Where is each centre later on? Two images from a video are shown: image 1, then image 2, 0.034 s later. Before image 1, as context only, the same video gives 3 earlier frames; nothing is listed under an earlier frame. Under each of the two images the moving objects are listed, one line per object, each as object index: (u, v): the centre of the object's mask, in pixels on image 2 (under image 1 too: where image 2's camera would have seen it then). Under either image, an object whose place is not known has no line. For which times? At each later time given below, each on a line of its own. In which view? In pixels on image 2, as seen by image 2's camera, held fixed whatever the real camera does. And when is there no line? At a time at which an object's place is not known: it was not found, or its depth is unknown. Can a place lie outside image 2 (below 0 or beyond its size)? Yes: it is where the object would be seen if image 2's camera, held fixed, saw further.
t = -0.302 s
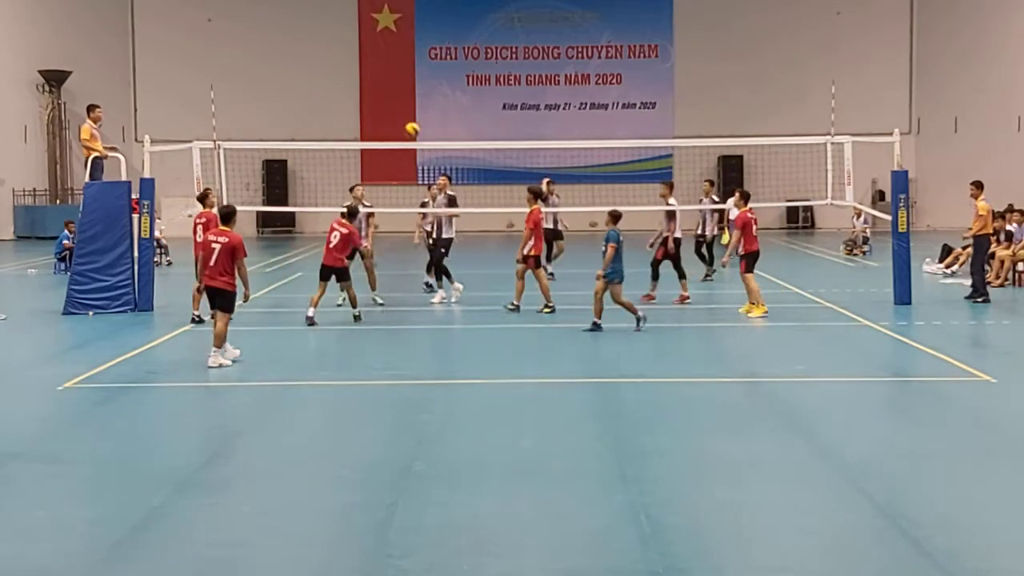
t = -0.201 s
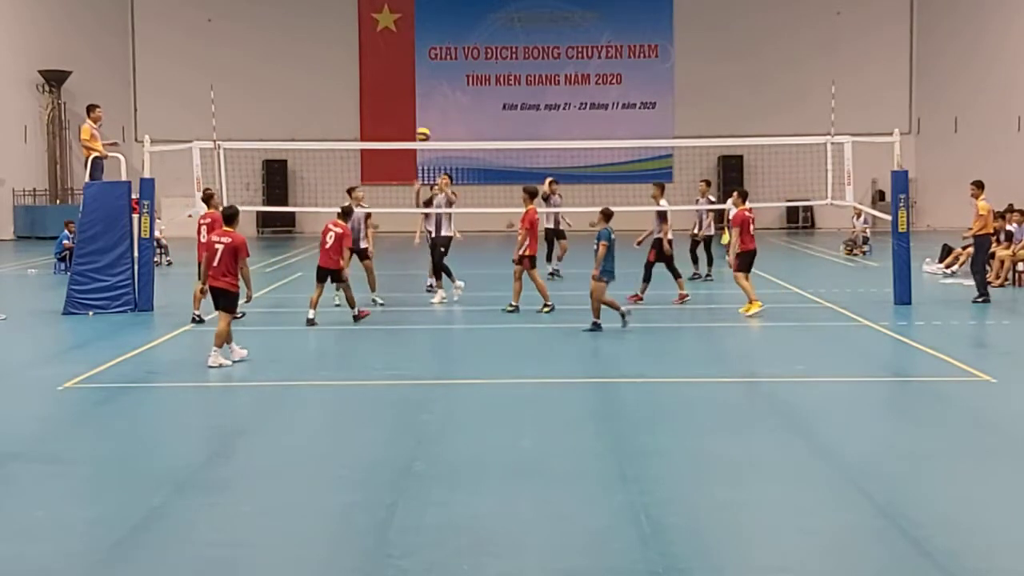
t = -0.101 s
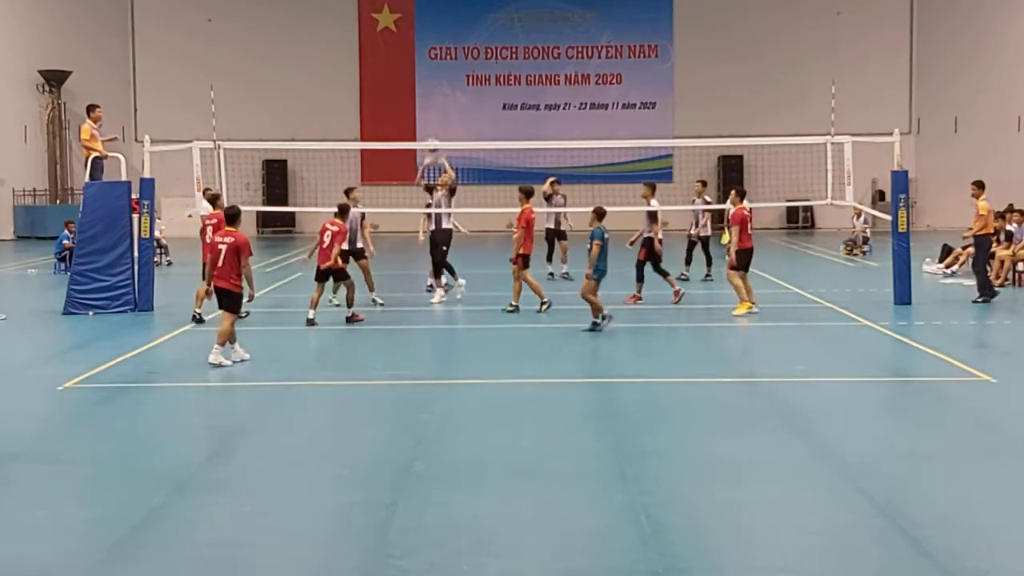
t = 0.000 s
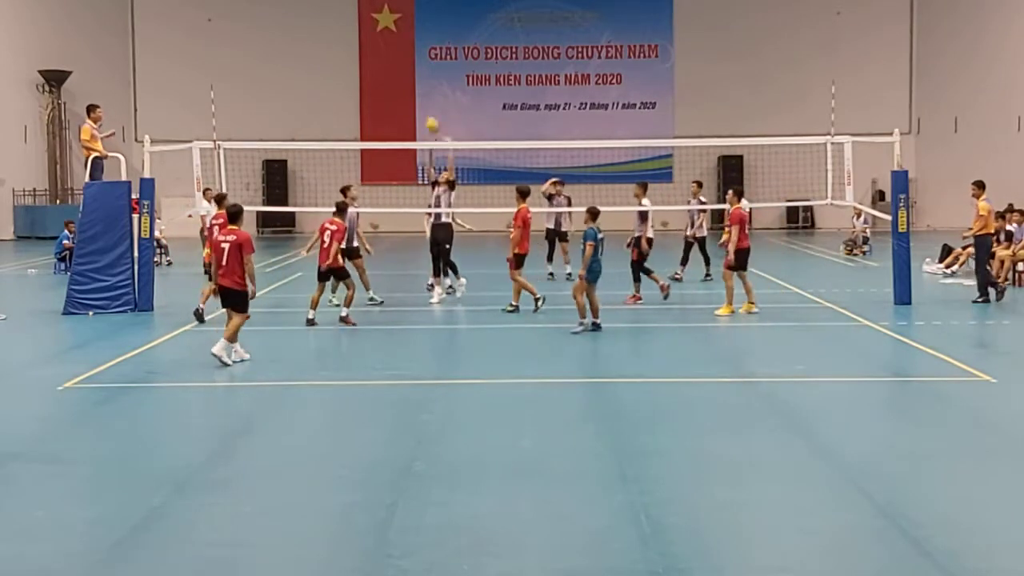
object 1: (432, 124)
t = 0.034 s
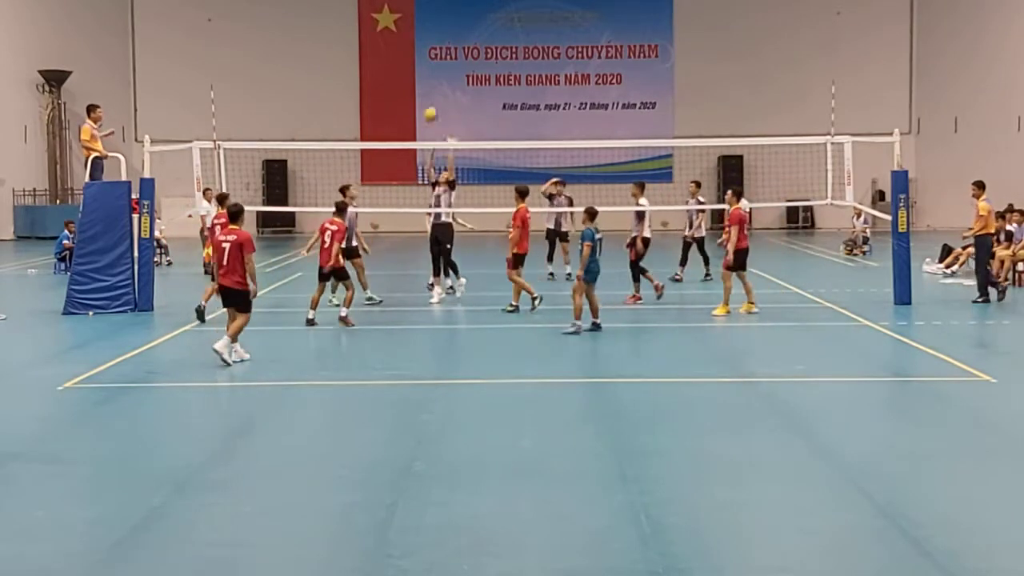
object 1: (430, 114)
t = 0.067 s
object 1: (428, 104)
